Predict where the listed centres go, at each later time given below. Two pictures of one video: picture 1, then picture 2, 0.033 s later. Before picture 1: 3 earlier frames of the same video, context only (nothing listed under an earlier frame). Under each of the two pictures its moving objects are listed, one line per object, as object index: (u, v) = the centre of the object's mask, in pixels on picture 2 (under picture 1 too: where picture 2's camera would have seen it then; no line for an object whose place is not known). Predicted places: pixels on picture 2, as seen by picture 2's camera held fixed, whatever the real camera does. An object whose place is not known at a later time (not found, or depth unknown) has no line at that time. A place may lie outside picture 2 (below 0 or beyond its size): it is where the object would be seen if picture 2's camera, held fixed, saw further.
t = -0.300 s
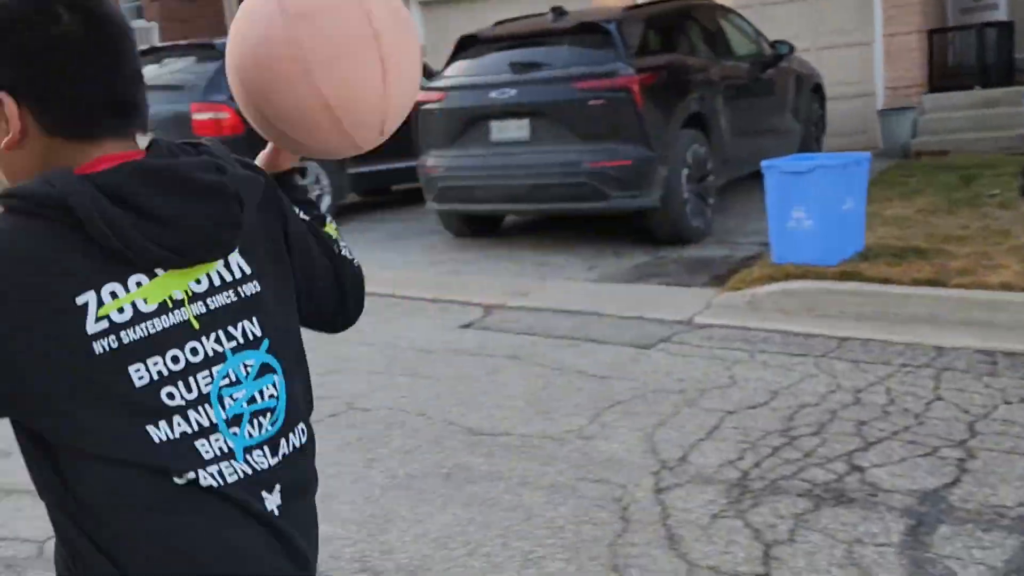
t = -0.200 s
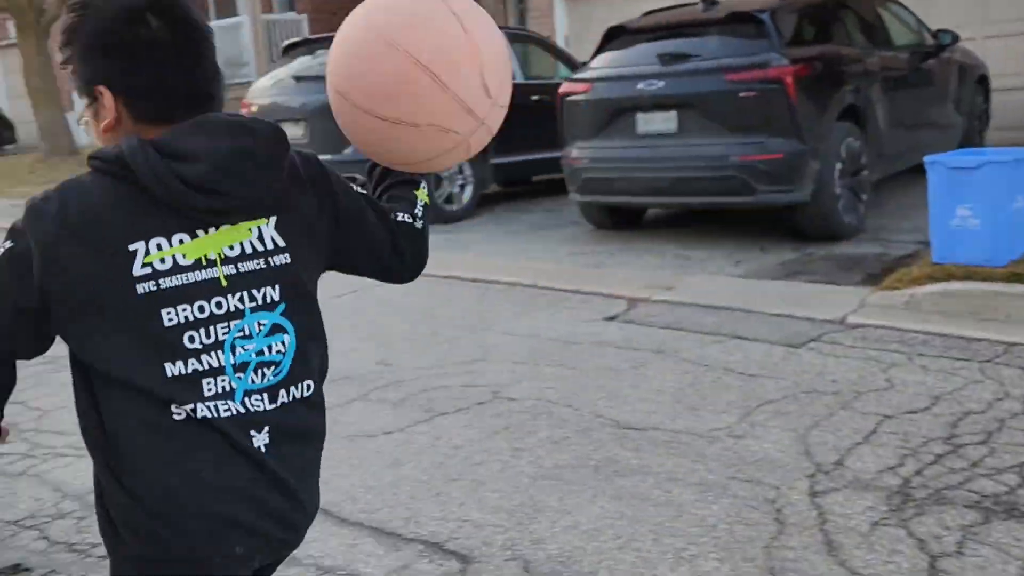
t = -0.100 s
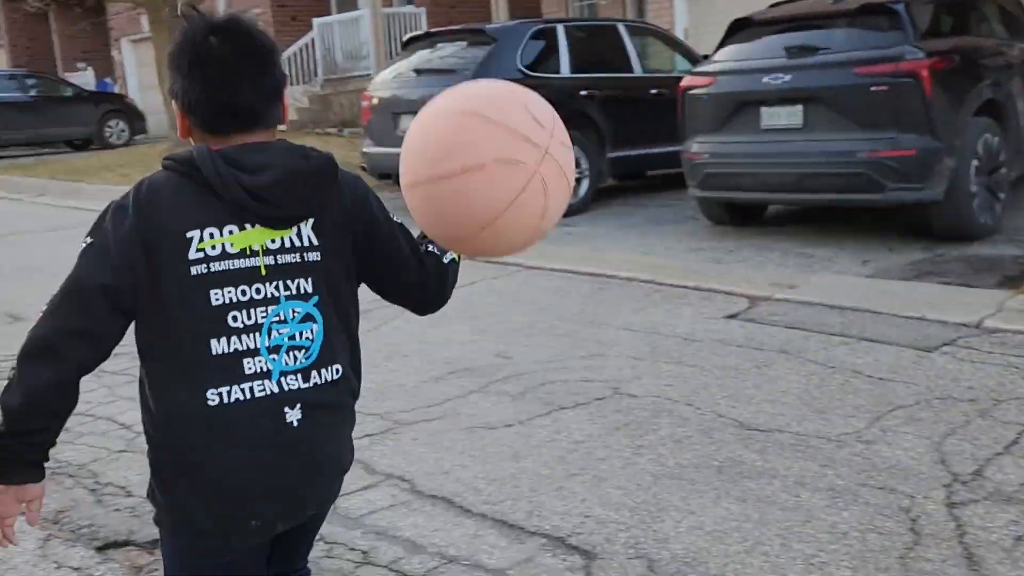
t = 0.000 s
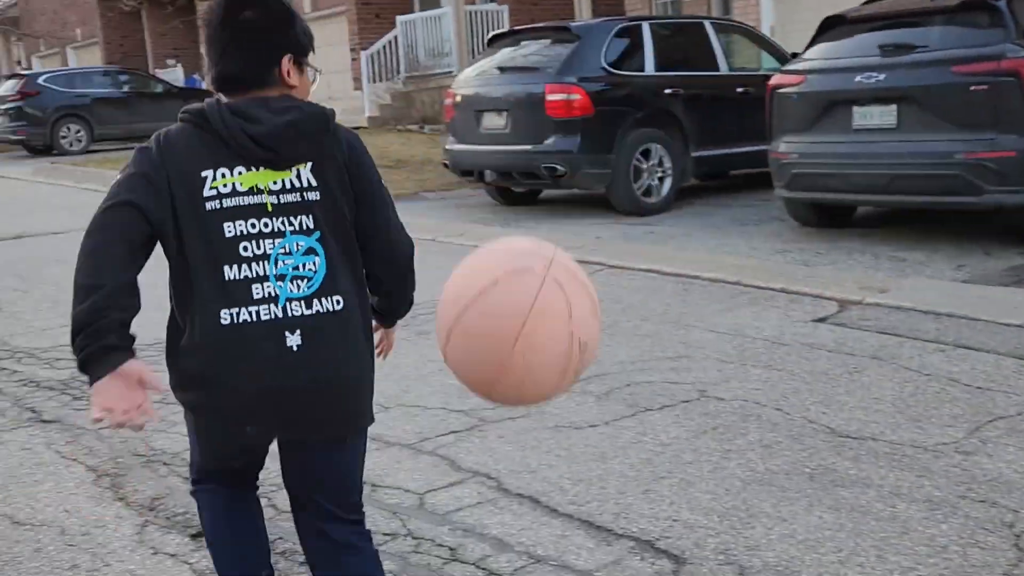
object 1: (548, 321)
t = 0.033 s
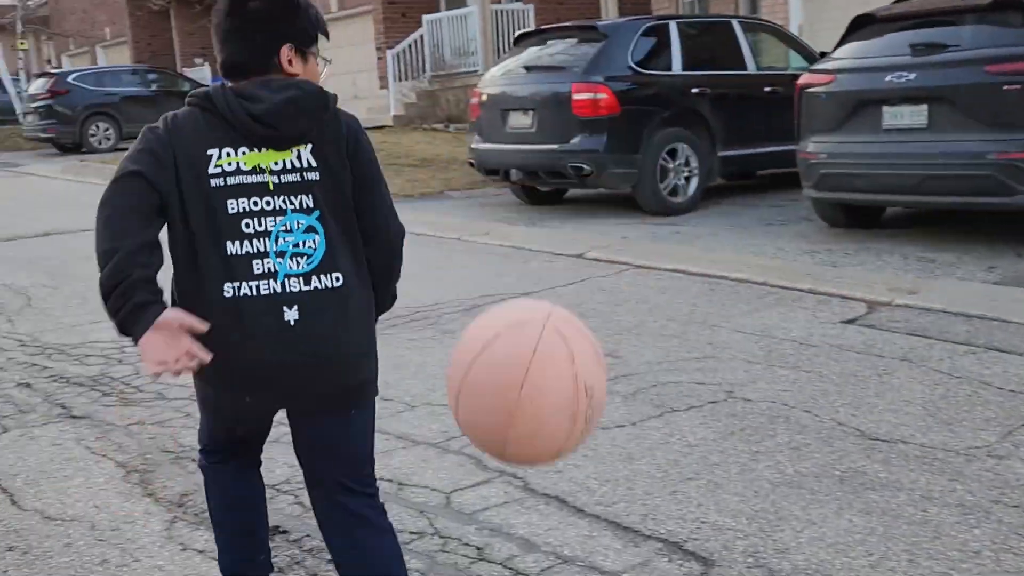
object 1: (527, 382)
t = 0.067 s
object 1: (508, 447)
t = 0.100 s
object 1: (489, 510)
